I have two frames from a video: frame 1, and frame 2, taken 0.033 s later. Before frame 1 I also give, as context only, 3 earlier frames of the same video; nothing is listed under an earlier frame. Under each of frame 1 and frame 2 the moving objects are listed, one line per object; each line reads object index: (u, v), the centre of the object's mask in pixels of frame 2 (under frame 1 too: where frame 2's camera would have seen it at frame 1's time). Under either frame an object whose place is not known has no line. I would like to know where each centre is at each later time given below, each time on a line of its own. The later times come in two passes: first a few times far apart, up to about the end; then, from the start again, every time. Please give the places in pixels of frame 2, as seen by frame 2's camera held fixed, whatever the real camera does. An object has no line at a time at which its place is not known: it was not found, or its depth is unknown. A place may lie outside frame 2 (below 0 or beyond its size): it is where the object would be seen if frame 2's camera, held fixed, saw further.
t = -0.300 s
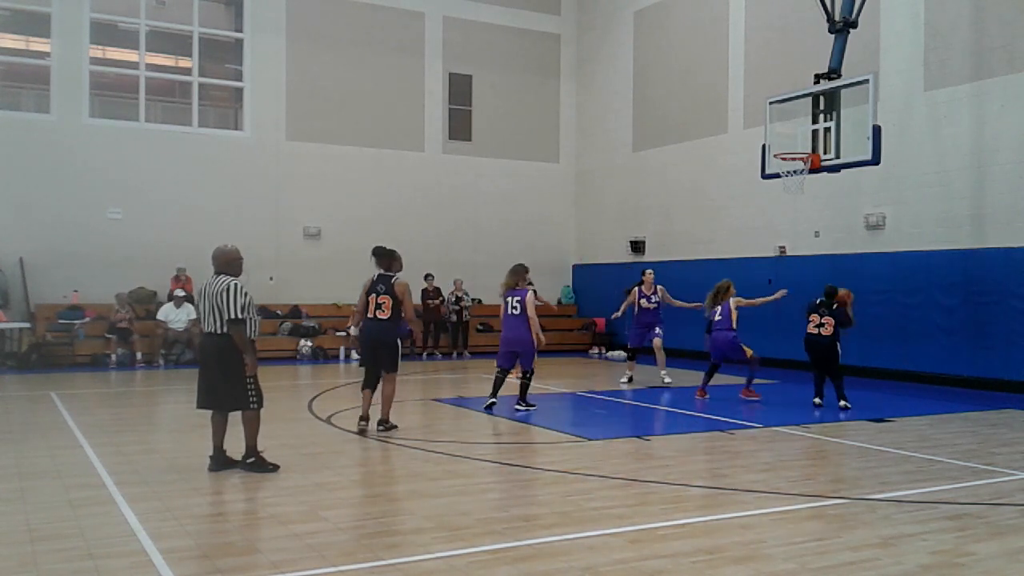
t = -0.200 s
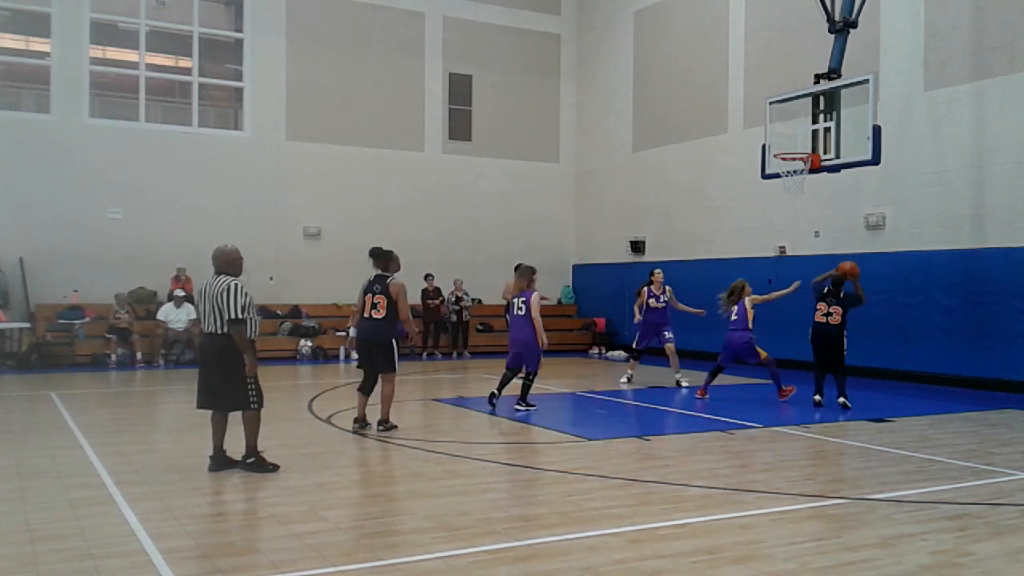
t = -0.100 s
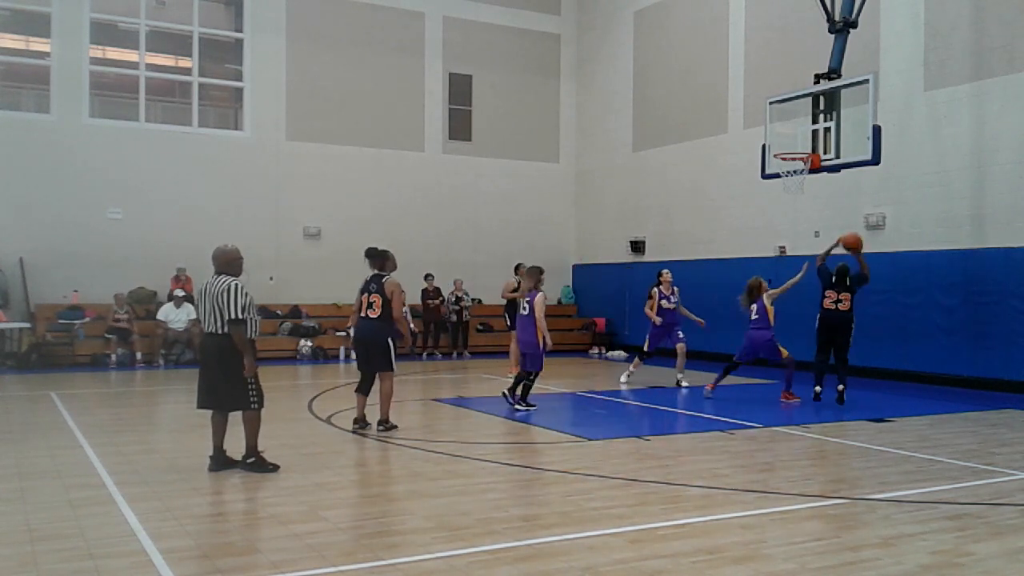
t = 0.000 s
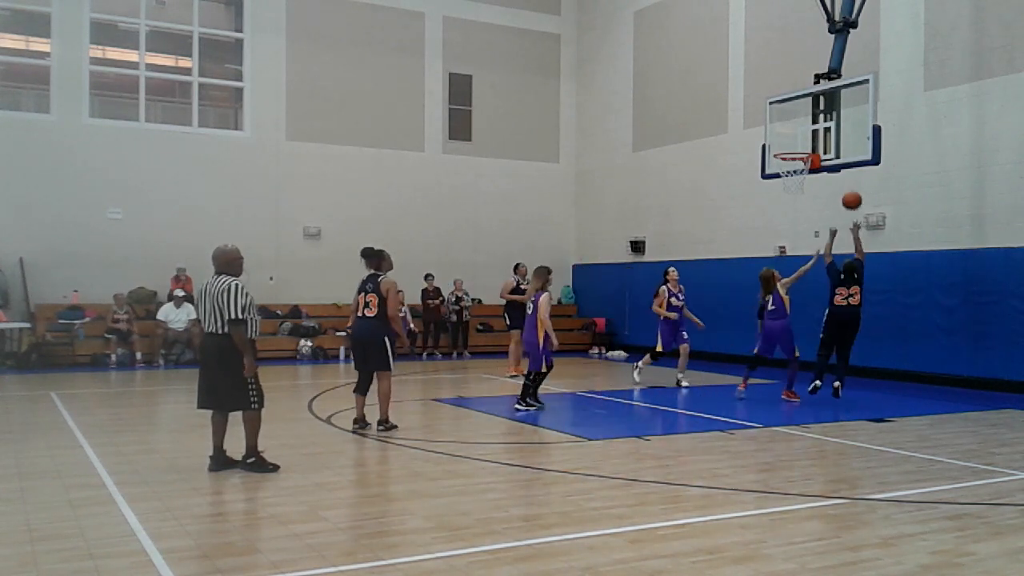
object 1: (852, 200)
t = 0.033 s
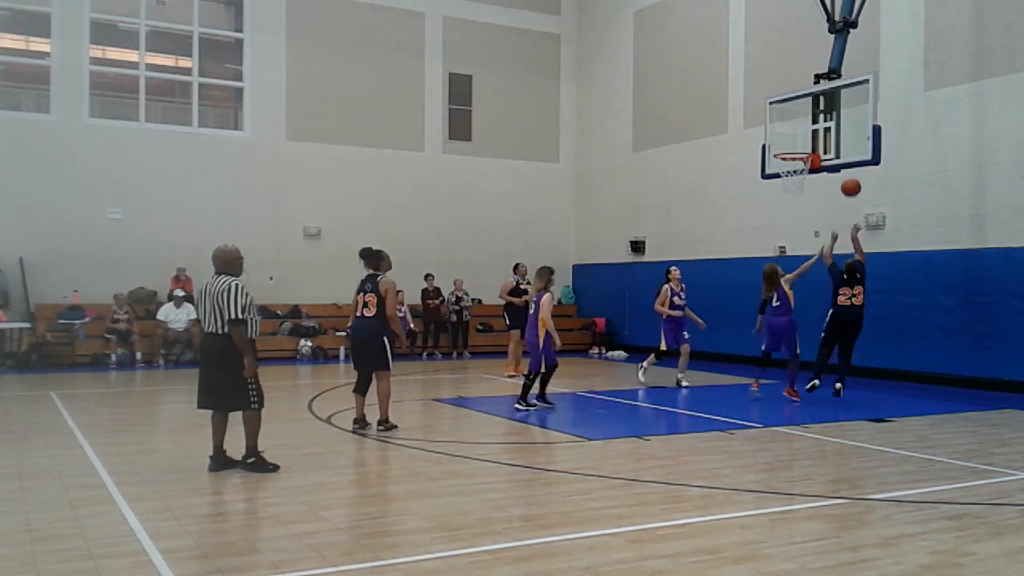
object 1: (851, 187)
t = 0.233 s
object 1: (842, 133)
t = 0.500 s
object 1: (813, 134)
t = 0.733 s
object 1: (787, 179)
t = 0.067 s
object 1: (850, 174)
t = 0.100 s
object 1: (848, 163)
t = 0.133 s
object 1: (848, 153)
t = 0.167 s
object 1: (847, 144)
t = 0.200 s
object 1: (846, 137)
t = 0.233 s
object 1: (842, 133)
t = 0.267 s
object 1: (838, 130)
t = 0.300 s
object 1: (835, 128)
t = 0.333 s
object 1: (831, 127)
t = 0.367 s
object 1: (827, 127)
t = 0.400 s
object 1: (823, 127)
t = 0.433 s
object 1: (821, 128)
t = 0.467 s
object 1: (816, 131)
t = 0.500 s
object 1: (813, 134)
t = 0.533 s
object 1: (809, 137)
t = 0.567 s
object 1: (805, 143)
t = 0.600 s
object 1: (802, 148)
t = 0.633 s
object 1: (798, 154)
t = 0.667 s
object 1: (794, 163)
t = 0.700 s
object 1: (790, 170)
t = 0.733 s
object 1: (787, 179)
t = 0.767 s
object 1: (783, 189)
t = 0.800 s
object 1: (779, 200)
